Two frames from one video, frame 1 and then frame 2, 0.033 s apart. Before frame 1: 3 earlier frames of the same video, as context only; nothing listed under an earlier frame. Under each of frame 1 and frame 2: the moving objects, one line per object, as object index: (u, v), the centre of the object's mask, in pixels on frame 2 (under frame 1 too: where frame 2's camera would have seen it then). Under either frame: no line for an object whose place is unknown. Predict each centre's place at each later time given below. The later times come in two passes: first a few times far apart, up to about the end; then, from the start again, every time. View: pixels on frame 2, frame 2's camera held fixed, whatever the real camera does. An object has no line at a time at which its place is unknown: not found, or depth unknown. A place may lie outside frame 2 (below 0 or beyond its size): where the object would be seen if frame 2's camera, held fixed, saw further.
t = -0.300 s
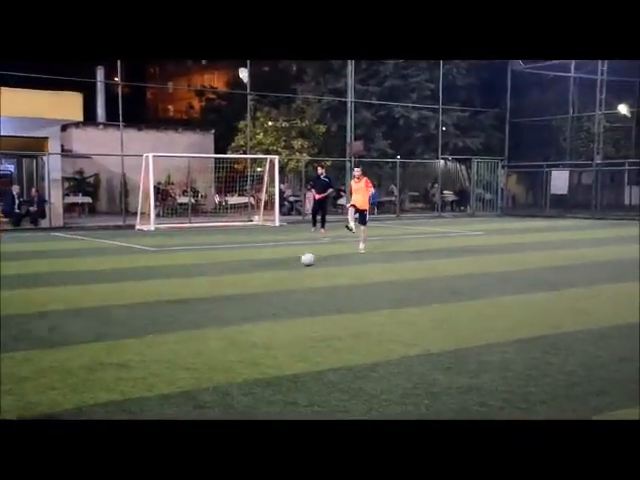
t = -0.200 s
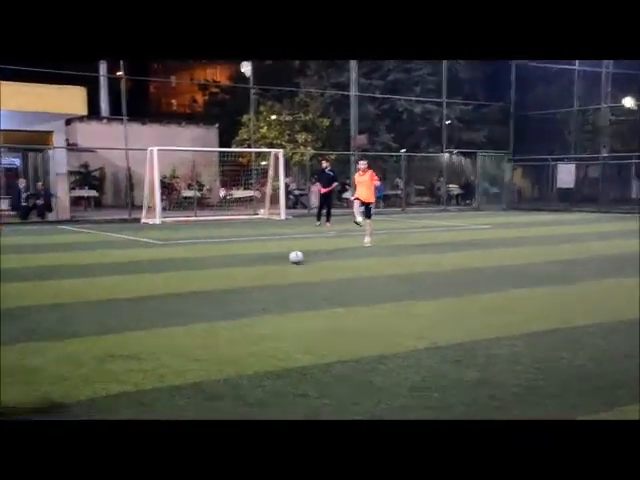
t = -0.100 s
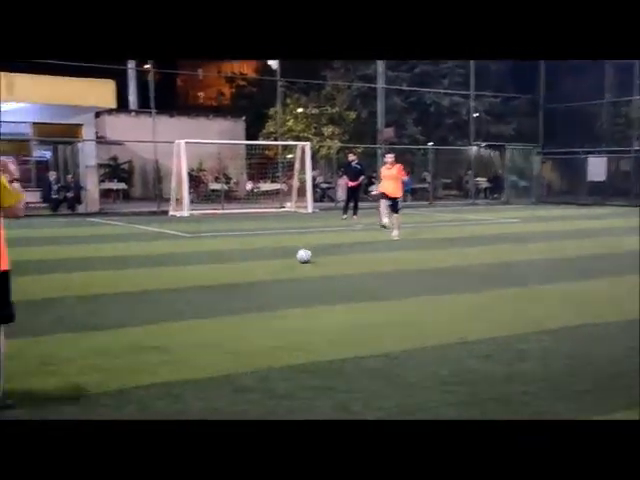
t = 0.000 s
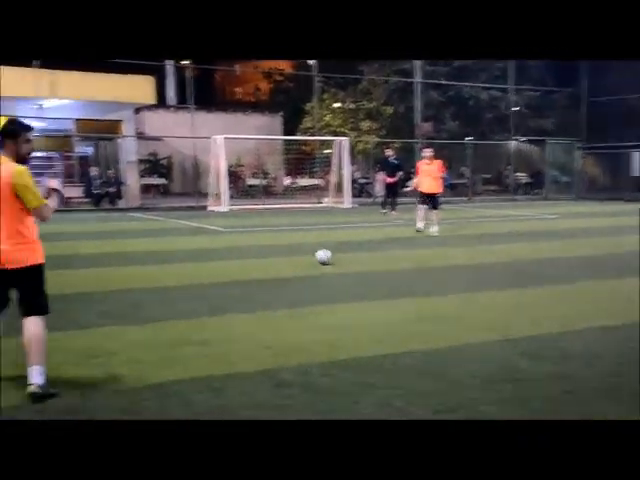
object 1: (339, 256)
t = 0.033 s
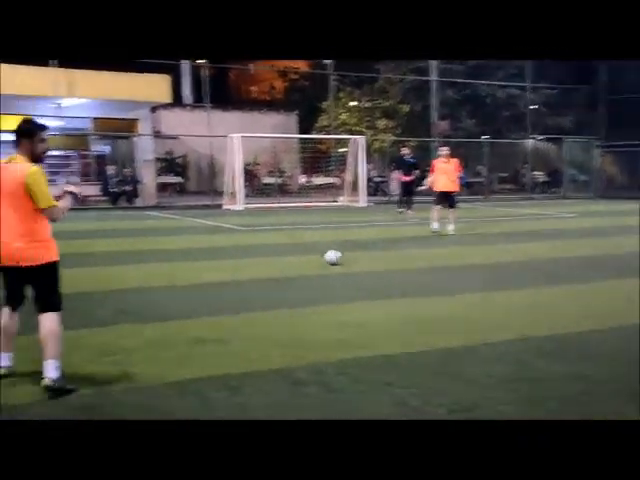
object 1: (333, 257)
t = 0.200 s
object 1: (298, 266)
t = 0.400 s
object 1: (254, 280)
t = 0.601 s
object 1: (199, 297)
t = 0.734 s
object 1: (154, 307)
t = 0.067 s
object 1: (327, 259)
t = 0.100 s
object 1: (319, 260)
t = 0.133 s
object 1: (313, 262)
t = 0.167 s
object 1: (305, 265)
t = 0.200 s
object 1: (298, 266)
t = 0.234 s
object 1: (292, 267)
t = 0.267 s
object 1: (284, 269)
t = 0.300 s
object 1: (277, 270)
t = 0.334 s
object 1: (269, 273)
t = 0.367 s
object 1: (262, 278)
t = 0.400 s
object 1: (254, 280)
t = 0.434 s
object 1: (246, 281)
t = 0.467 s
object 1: (237, 282)
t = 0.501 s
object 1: (228, 285)
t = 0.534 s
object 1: (218, 288)
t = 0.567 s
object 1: (209, 294)
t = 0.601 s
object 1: (199, 297)
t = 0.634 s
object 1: (188, 298)
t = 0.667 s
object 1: (177, 299)
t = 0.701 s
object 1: (166, 302)
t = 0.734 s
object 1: (154, 307)
